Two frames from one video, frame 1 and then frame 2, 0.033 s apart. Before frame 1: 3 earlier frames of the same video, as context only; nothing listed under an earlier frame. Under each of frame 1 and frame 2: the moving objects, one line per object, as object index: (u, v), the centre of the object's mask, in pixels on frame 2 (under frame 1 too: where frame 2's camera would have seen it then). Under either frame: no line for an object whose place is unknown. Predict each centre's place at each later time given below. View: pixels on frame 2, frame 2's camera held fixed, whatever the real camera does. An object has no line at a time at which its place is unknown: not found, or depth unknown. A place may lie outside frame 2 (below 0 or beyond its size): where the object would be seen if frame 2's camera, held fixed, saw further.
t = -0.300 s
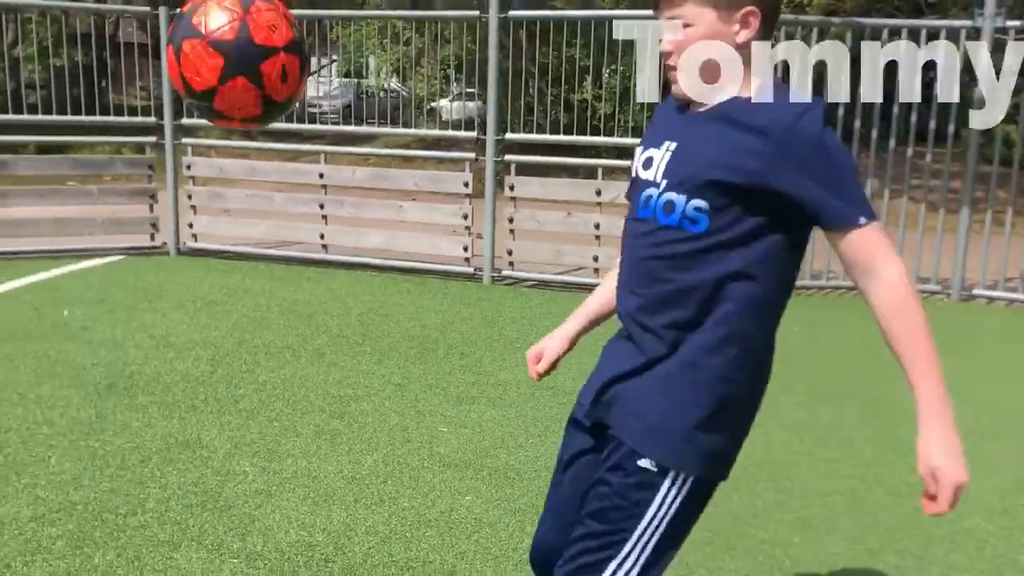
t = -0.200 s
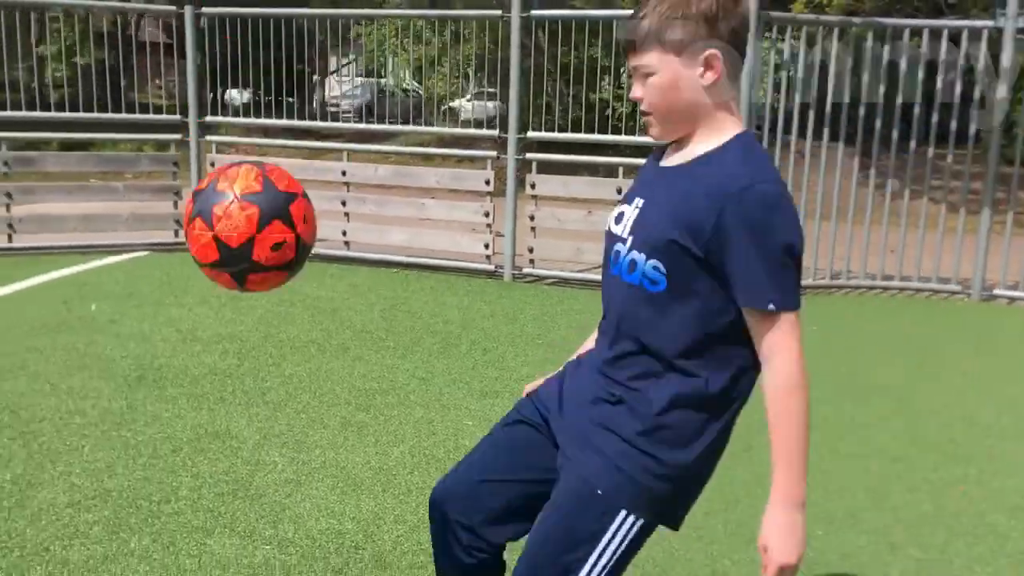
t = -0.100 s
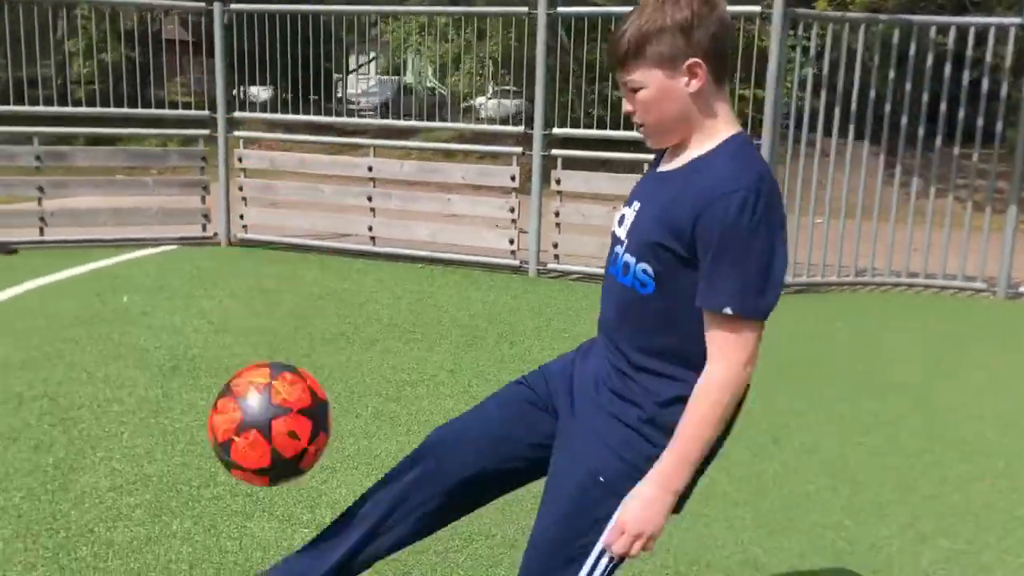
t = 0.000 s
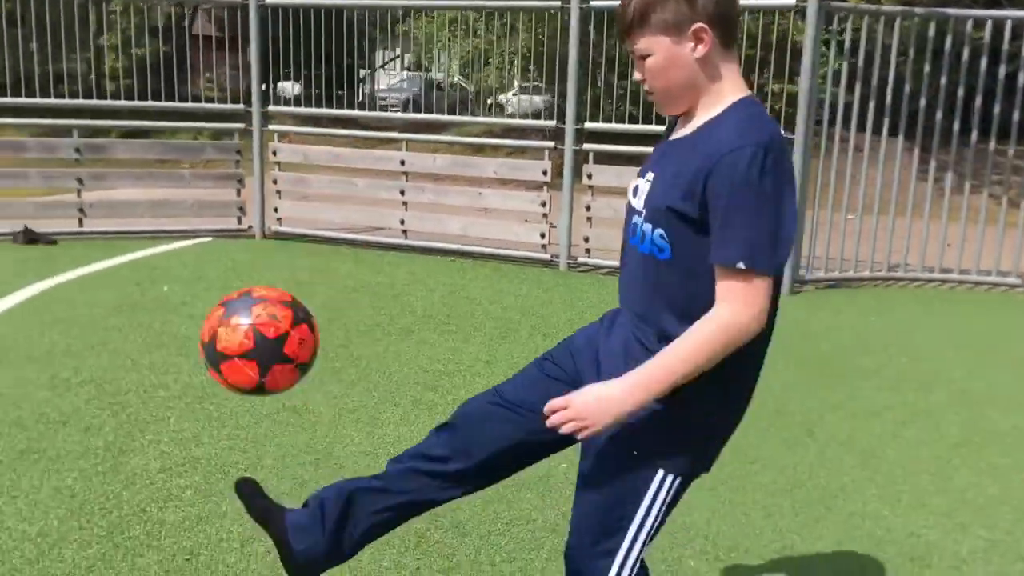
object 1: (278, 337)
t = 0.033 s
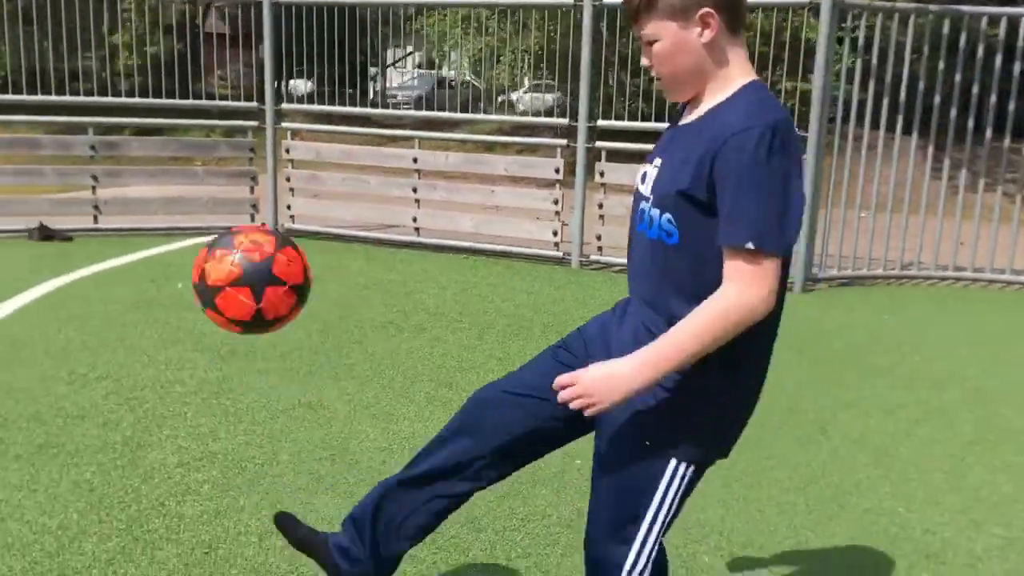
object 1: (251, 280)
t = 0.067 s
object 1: (226, 227)
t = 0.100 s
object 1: (204, 178)
